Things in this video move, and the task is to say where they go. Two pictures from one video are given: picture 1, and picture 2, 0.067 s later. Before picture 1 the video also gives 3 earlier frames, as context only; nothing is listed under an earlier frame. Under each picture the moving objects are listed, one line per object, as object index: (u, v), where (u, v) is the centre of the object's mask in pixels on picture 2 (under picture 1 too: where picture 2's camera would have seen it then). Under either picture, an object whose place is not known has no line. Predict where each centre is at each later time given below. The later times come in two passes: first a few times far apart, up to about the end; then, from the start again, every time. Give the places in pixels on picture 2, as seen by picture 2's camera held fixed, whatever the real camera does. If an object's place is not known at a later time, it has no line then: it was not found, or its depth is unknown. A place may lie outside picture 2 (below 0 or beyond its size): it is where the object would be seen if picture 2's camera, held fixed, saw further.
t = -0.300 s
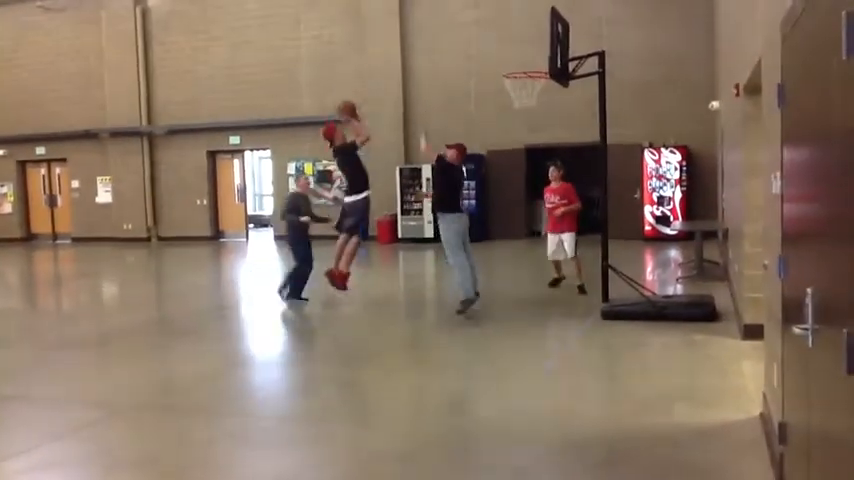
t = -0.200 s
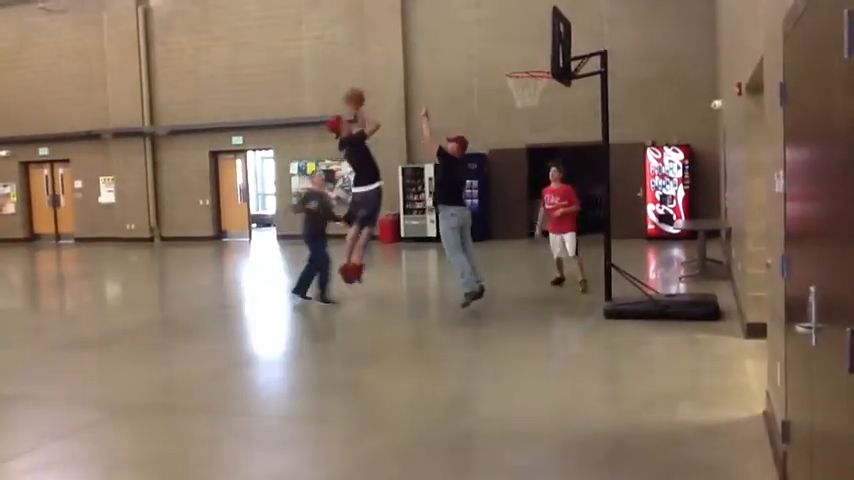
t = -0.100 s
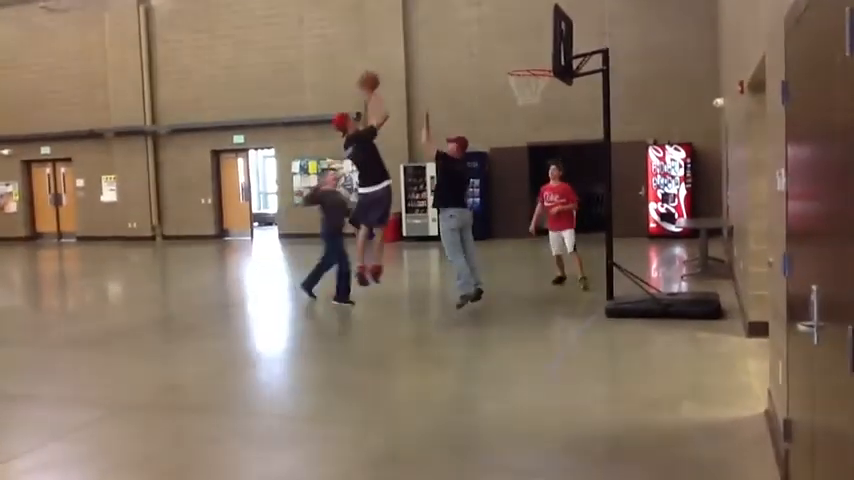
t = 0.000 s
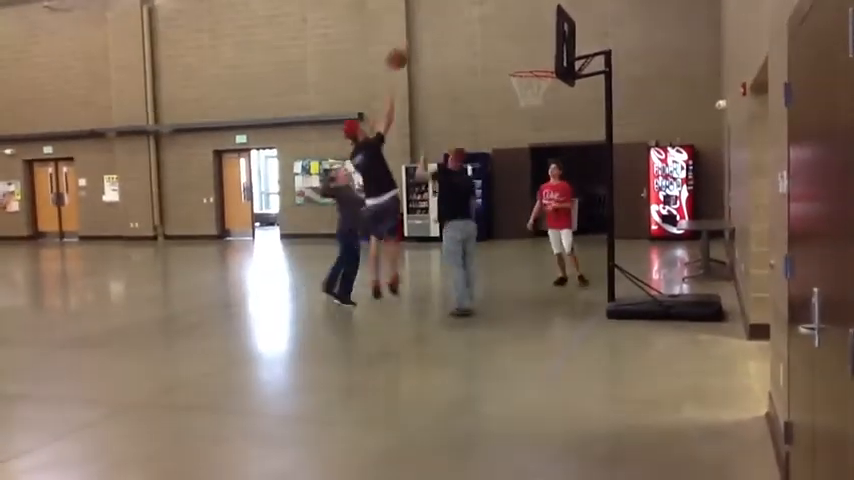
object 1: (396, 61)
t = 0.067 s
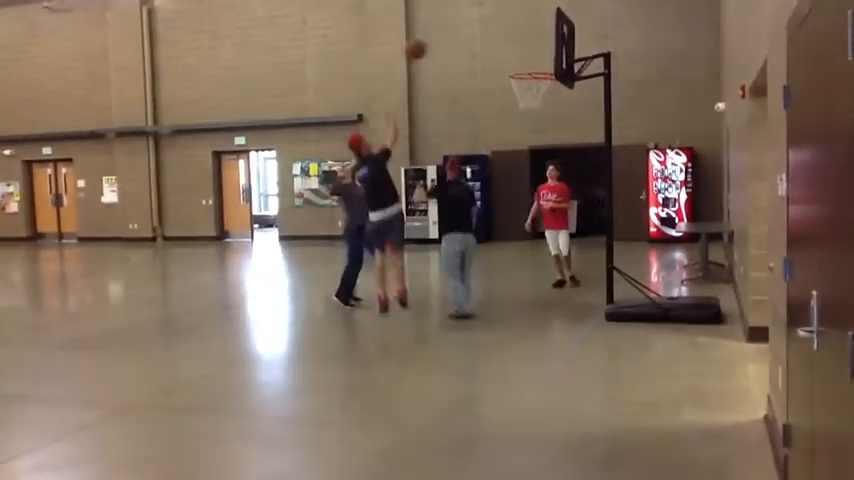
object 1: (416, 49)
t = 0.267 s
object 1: (471, 40)
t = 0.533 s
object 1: (542, 84)
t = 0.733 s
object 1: (544, 140)
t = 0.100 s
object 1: (425, 45)
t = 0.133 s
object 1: (434, 41)
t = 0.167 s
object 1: (443, 39)
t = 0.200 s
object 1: (452, 39)
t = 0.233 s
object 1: (462, 38)
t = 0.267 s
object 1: (471, 40)
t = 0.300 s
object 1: (481, 41)
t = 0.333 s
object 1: (489, 44)
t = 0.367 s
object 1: (499, 48)
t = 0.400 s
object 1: (508, 54)
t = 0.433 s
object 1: (518, 59)
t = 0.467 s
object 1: (527, 66)
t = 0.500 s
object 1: (537, 75)
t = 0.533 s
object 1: (542, 84)
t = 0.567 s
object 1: (543, 92)
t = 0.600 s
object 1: (543, 101)
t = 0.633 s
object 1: (543, 109)
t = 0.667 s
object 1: (543, 120)
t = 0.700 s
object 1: (542, 130)
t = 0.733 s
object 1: (544, 140)
